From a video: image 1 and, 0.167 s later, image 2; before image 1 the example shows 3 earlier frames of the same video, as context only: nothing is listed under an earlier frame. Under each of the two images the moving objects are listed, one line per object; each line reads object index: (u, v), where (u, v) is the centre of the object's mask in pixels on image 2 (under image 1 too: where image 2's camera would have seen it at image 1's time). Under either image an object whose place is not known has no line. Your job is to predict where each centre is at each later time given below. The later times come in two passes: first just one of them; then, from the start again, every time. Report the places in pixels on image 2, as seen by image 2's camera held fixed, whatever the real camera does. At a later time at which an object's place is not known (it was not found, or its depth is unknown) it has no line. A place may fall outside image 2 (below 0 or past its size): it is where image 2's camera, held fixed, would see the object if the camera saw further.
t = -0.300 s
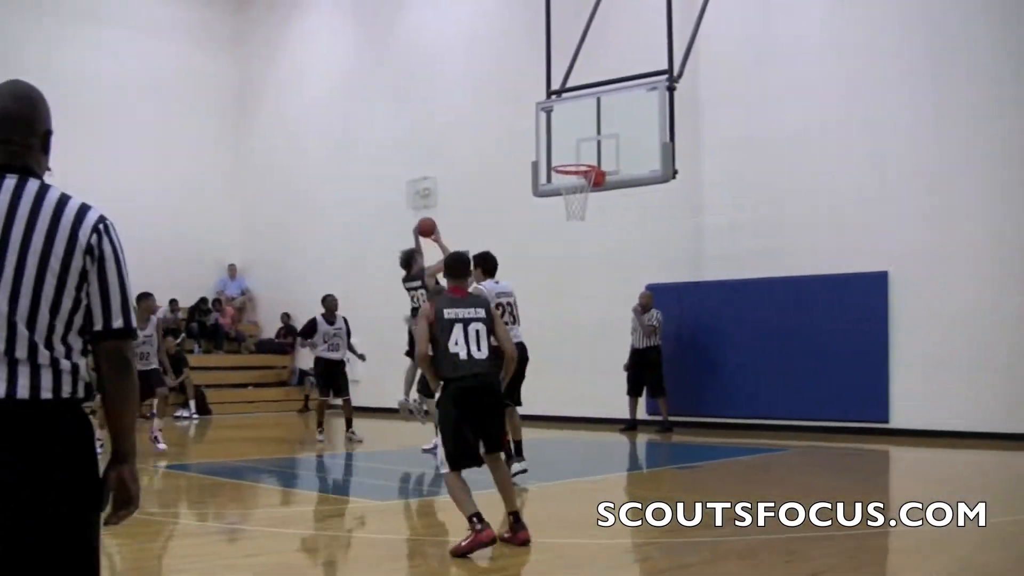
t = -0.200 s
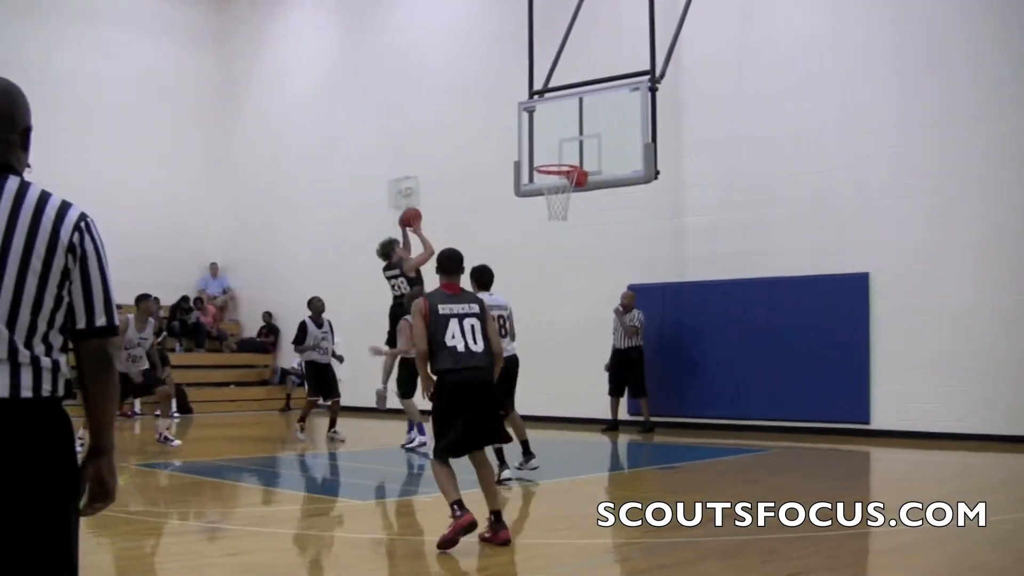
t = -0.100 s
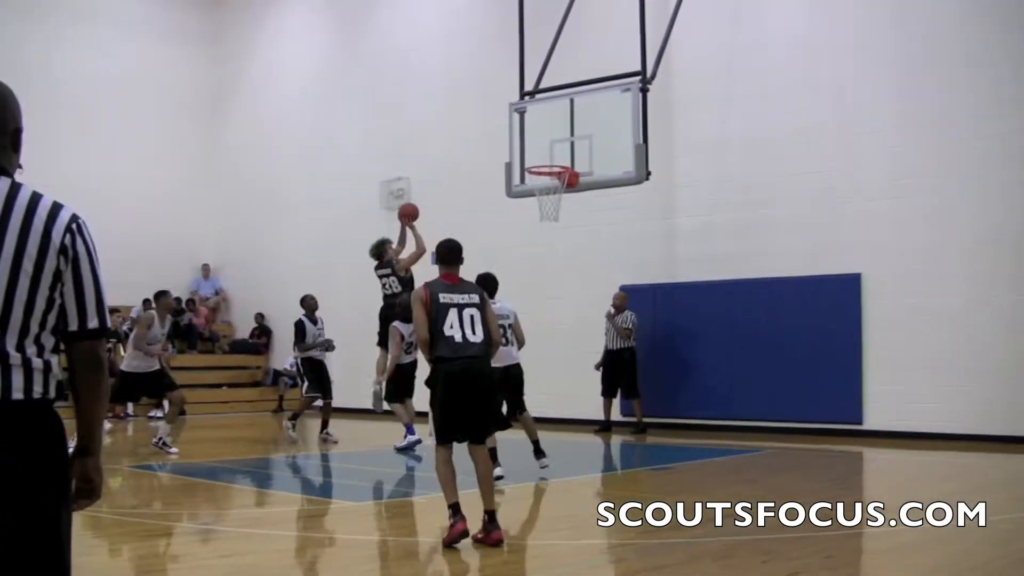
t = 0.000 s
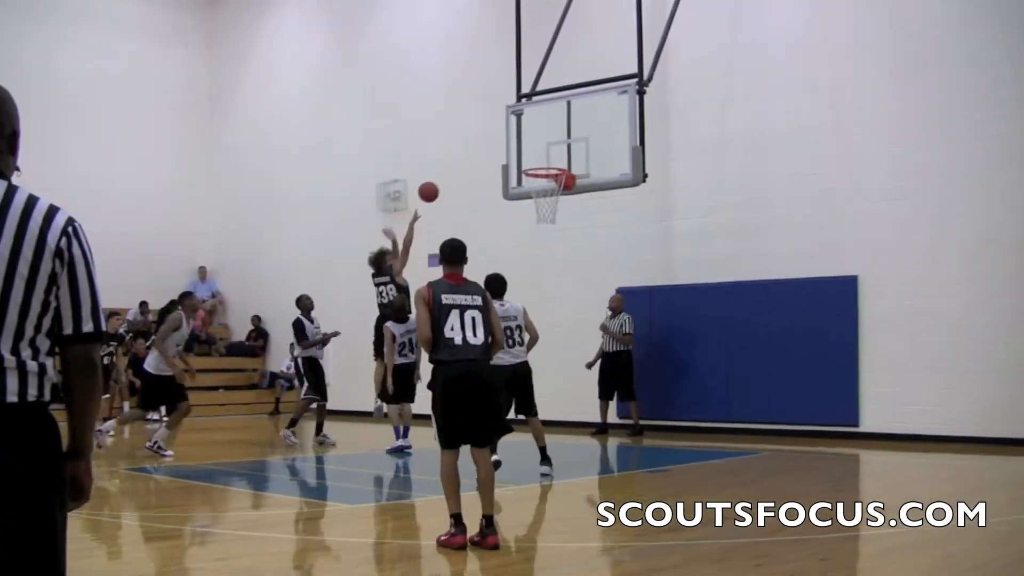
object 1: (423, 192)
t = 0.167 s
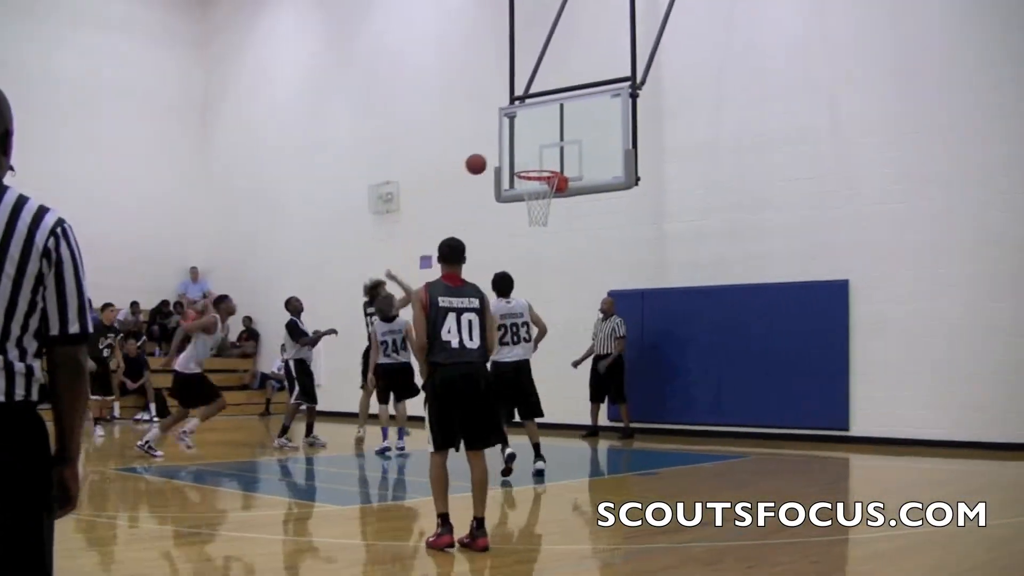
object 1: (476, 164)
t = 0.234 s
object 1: (495, 159)
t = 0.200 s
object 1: (485, 160)
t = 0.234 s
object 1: (495, 159)
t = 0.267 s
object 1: (505, 157)
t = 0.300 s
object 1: (514, 155)
